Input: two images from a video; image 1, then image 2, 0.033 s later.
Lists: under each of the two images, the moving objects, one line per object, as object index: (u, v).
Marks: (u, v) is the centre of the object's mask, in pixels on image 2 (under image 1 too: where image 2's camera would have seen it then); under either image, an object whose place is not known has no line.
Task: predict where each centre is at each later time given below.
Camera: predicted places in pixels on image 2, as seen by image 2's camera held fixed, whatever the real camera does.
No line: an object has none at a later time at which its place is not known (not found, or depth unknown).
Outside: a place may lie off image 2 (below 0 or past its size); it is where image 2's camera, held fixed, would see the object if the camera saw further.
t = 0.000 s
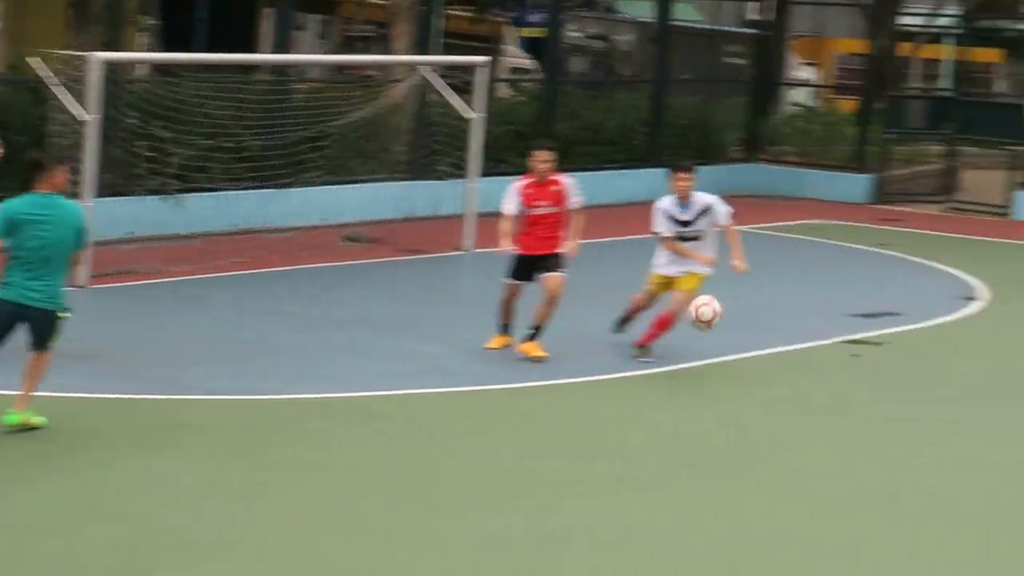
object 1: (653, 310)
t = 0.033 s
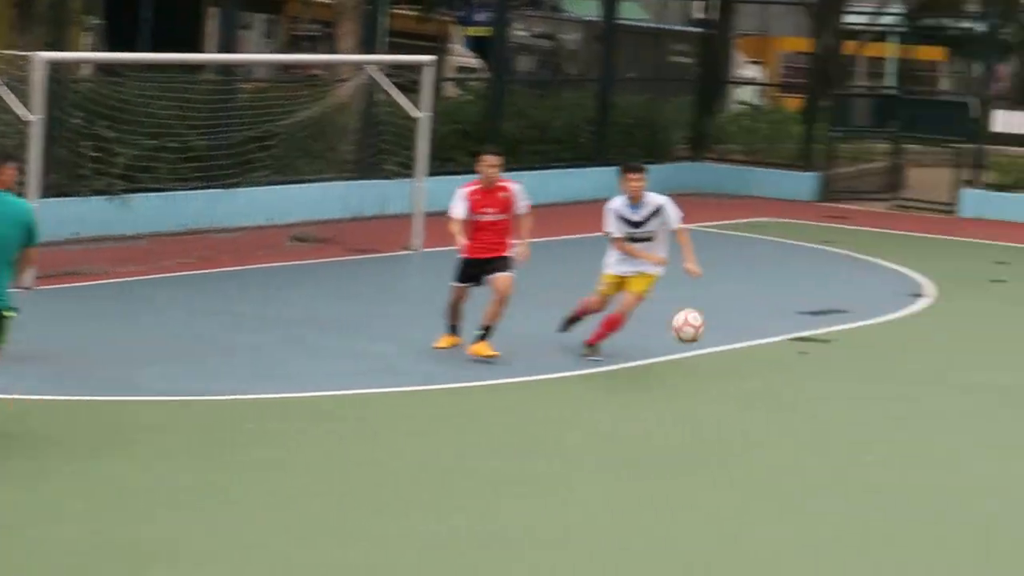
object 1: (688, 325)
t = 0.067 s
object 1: (722, 344)
